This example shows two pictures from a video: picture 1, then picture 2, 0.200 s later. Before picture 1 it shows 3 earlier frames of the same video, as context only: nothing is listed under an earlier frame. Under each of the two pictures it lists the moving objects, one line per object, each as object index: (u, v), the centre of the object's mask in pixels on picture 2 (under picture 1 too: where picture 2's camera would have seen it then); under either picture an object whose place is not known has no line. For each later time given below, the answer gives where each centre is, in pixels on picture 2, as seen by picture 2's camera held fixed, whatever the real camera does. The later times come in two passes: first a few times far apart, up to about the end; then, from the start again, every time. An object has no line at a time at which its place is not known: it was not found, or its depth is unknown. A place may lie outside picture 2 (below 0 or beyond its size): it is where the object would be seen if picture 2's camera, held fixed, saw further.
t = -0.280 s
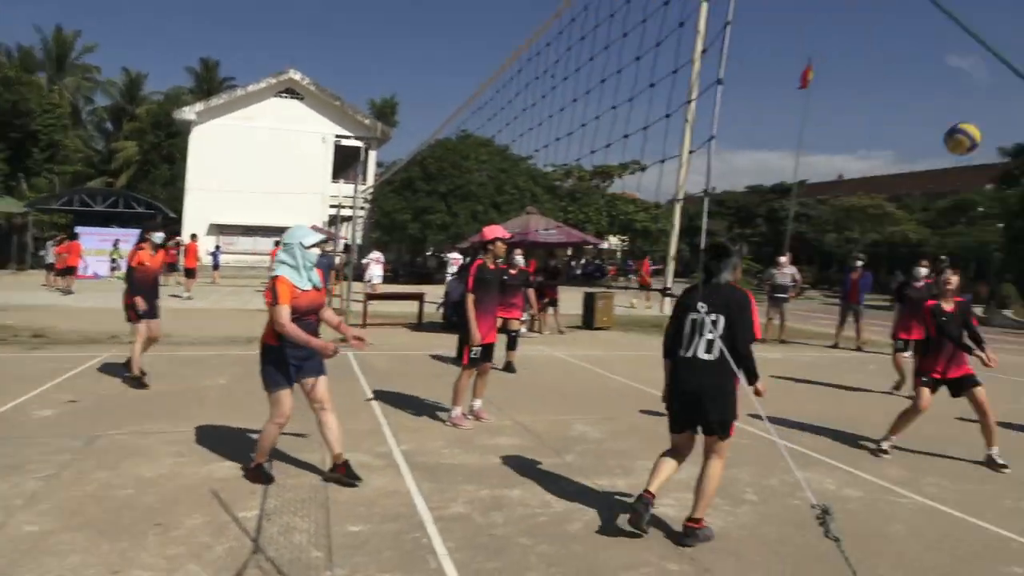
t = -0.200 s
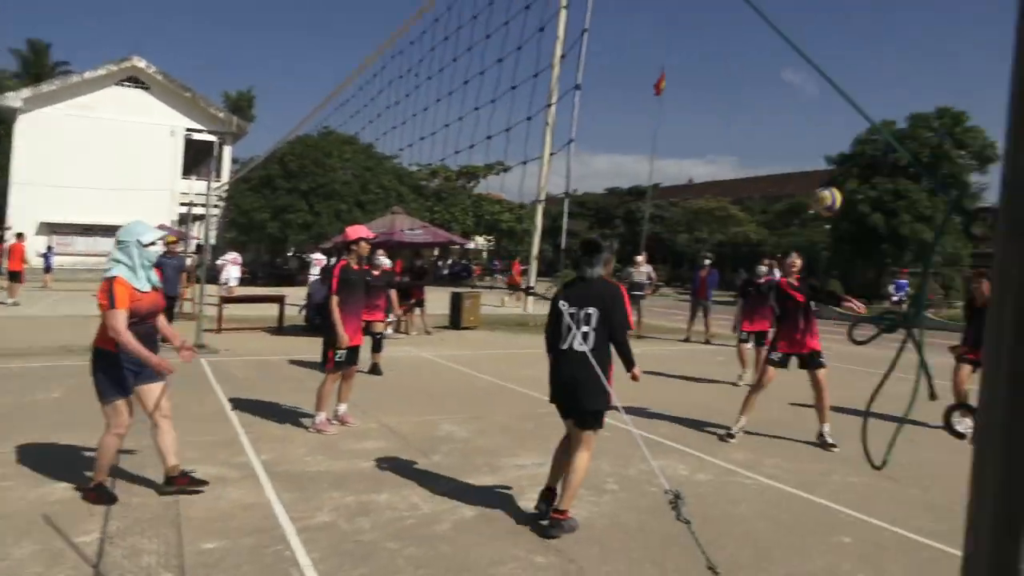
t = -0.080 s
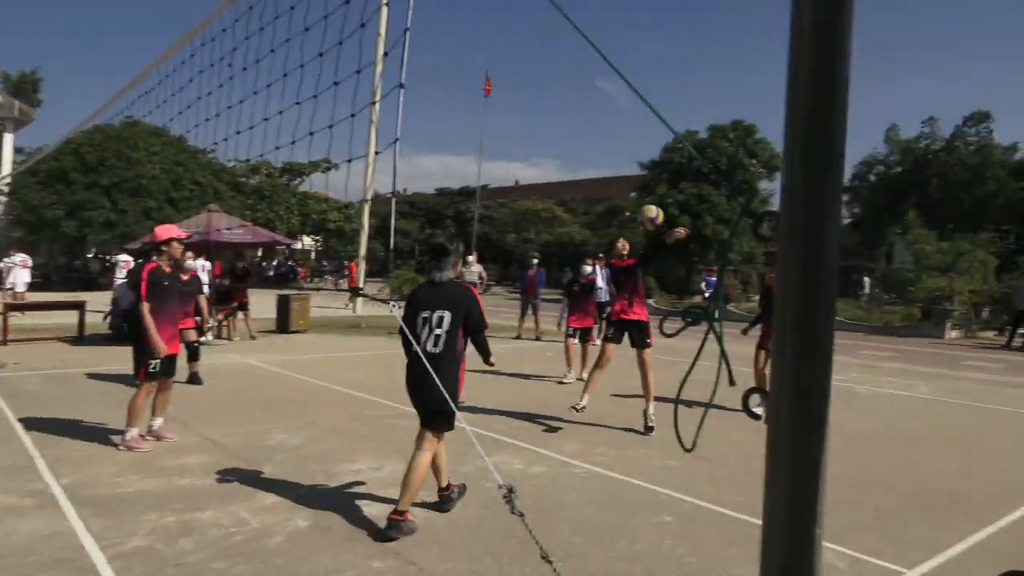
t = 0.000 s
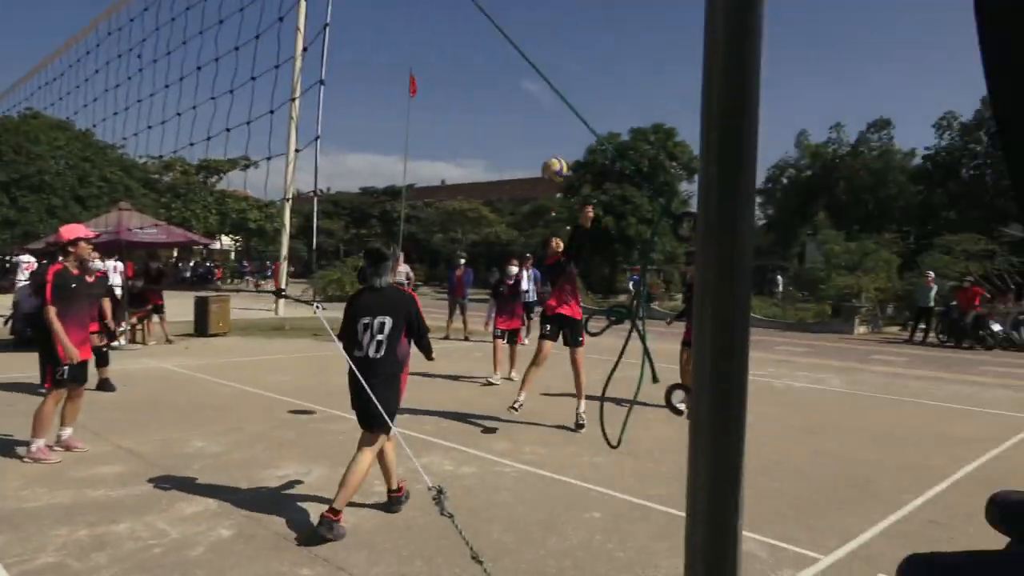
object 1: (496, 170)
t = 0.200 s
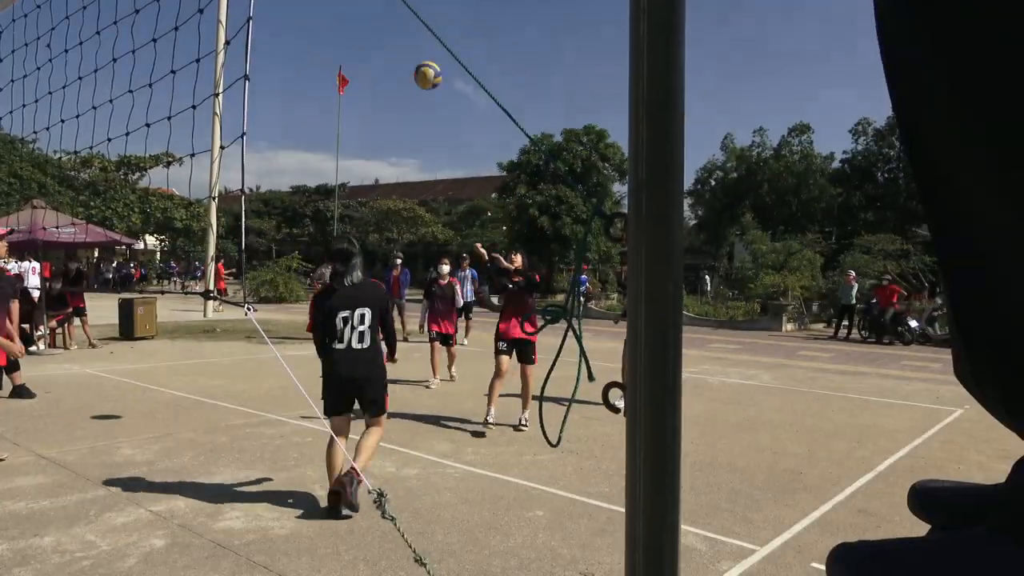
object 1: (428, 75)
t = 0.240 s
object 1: (414, 61)
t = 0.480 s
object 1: (327, 15)
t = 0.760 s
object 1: (203, 65)
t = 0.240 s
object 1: (414, 61)
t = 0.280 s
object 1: (401, 49)
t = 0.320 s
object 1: (387, 38)
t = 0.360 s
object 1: (373, 30)
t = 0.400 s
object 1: (358, 23)
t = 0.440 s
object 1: (343, 18)
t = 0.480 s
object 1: (327, 15)
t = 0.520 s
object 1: (312, 15)
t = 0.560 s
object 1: (295, 17)
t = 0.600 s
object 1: (279, 21)
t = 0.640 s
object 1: (263, 29)
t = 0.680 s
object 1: (244, 38)
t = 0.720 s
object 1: (232, 52)
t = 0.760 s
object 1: (203, 65)
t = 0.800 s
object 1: (188, 83)
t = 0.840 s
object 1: (169, 105)
